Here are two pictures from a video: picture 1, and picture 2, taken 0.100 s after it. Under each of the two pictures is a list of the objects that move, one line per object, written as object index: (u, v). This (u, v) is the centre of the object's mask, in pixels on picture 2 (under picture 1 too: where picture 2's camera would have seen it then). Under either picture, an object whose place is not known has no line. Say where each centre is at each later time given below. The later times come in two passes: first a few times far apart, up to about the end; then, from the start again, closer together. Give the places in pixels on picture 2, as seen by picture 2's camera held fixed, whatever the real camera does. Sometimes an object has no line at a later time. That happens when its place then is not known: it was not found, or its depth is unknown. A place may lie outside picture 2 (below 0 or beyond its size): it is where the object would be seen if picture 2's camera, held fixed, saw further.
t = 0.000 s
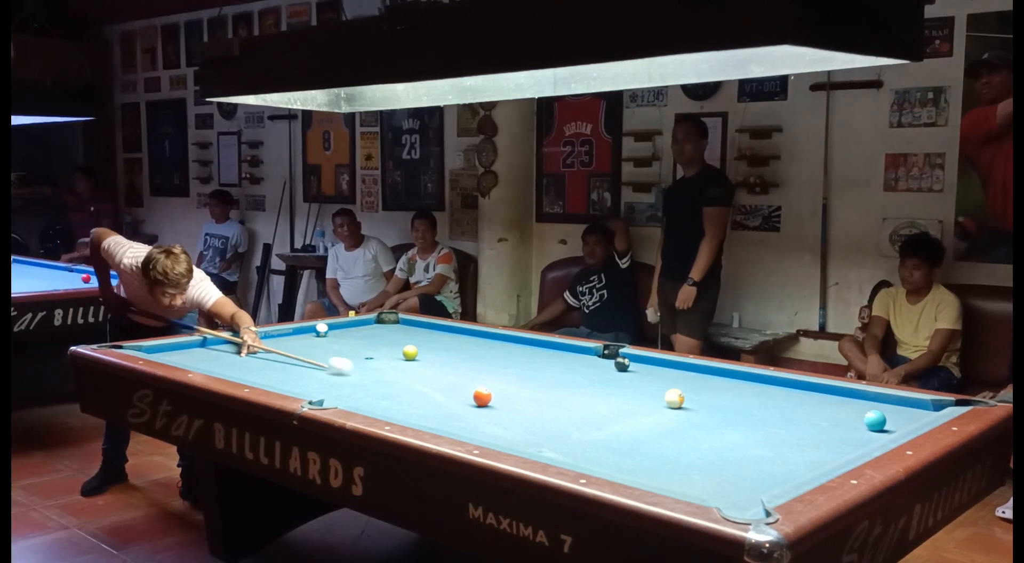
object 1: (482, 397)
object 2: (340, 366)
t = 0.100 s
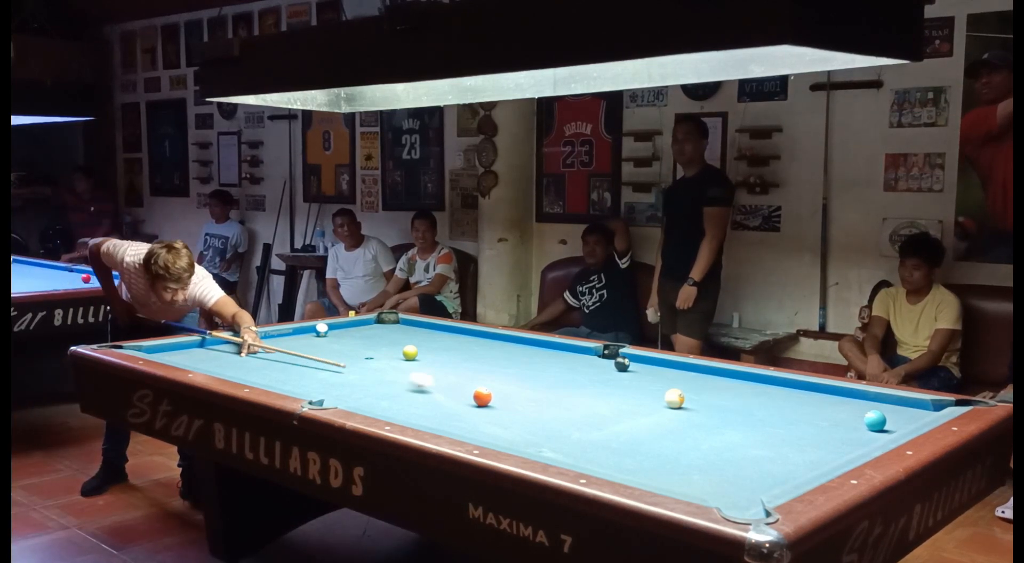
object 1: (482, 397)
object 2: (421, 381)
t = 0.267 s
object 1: (538, 420)
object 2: (502, 390)
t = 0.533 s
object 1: (704, 487)
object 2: (554, 382)
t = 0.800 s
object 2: (600, 375)
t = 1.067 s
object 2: (640, 369)
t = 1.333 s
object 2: (670, 364)
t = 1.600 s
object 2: (645, 365)
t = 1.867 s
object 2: (631, 366)
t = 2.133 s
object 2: (624, 369)
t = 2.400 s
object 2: (618, 370)
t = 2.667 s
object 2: (613, 371)
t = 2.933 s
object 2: (609, 372)
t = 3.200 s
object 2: (606, 373)
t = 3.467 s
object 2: (604, 373)
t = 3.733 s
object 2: (604, 373)
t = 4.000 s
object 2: (604, 373)
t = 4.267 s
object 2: (604, 373)
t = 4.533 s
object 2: (603, 373)
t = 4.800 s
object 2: (603, 373)
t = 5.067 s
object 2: (603, 373)
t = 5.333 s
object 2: (603, 373)
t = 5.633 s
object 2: (603, 373)
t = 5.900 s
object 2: (603, 373)
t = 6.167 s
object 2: (603, 373)
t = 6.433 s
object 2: (603, 373)
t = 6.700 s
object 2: (603, 373)
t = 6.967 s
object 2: (603, 373)
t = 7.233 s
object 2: (603, 373)
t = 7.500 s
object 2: (603, 373)
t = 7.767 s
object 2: (603, 373)
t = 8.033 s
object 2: (603, 373)
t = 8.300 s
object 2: (603, 373)
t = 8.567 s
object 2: (603, 373)
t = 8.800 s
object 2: (603, 373)
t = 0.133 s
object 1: (482, 397)
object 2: (449, 388)
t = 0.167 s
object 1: (485, 398)
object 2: (473, 392)
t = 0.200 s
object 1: (502, 405)
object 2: (485, 392)
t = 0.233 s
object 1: (520, 412)
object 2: (494, 391)
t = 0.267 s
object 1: (538, 420)
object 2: (502, 390)
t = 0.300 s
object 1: (557, 428)
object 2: (509, 389)
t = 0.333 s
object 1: (576, 436)
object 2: (516, 387)
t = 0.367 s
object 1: (595, 445)
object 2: (522, 387)
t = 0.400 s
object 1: (615, 453)
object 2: (529, 386)
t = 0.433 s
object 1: (636, 462)
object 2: (535, 385)
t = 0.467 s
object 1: (658, 470)
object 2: (542, 384)
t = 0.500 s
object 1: (680, 479)
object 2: (548, 383)
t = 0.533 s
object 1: (704, 487)
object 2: (554, 382)
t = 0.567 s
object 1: (729, 500)
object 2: (560, 381)
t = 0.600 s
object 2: (566, 380)
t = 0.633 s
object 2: (572, 379)
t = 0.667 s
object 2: (577, 378)
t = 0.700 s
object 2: (583, 377)
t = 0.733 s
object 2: (589, 376)
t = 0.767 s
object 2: (594, 376)
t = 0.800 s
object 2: (600, 375)
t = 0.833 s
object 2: (605, 374)
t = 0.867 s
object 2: (610, 373)
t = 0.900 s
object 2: (616, 372)
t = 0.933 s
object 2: (621, 372)
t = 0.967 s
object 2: (626, 371)
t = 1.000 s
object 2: (631, 370)
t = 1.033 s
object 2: (636, 369)
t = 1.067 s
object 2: (640, 369)
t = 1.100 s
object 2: (645, 368)
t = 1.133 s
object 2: (650, 367)
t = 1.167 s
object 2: (655, 366)
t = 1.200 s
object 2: (659, 366)
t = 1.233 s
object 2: (664, 365)
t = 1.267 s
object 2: (668, 365)
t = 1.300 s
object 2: (672, 364)
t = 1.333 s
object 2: (670, 364)
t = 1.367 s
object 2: (667, 364)
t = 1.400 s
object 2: (663, 364)
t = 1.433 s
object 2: (660, 364)
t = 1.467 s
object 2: (657, 364)
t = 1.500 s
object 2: (654, 364)
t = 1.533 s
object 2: (651, 365)
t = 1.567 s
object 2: (648, 365)
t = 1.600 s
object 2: (645, 365)
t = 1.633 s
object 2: (642, 365)
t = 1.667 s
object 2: (639, 365)
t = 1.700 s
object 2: (637, 365)
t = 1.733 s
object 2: (635, 365)
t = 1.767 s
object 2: (634, 366)
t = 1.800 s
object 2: (633, 366)
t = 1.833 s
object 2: (632, 366)
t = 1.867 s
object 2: (631, 366)
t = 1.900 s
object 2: (630, 367)
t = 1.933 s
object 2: (630, 367)
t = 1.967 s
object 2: (628, 367)
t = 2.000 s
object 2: (627, 367)
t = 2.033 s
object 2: (627, 368)
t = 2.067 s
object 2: (626, 368)
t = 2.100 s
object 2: (625, 368)
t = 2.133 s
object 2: (624, 369)
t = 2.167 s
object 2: (623, 369)
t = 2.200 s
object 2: (623, 369)
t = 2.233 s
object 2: (622, 369)
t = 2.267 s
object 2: (621, 369)
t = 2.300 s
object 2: (620, 370)
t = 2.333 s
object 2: (619, 370)
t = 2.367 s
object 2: (619, 370)
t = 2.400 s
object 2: (618, 370)
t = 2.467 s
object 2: (617, 370)
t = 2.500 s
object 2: (617, 370)
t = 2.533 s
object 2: (616, 371)
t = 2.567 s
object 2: (615, 371)
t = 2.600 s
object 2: (614, 371)
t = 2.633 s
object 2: (614, 371)
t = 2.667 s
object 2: (613, 371)
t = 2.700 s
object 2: (613, 371)
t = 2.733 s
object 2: (612, 372)
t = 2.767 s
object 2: (612, 372)
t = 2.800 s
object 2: (611, 372)
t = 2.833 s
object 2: (610, 372)
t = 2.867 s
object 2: (610, 372)
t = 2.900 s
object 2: (609, 372)
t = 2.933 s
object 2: (609, 372)
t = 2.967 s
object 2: (608, 372)
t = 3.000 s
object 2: (608, 372)
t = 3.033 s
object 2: (607, 372)
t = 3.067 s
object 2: (607, 372)
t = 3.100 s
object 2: (607, 372)
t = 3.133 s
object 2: (606, 372)
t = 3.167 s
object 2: (606, 373)
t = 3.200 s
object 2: (606, 373)
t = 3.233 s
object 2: (606, 373)
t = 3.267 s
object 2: (605, 372)
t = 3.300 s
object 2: (605, 373)
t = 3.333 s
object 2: (605, 373)
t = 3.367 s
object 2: (604, 373)
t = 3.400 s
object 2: (604, 373)
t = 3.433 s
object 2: (604, 373)
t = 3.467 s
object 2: (604, 373)
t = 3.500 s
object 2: (604, 373)
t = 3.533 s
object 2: (604, 373)
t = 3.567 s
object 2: (604, 373)
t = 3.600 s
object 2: (604, 373)
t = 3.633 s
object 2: (604, 373)
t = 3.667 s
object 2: (604, 373)
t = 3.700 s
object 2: (604, 373)
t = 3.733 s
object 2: (604, 373)
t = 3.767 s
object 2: (604, 373)
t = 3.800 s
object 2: (604, 373)
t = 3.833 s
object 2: (604, 373)
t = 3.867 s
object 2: (604, 373)
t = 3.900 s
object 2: (604, 373)
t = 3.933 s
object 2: (604, 373)
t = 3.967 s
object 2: (604, 373)
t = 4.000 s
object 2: (604, 373)
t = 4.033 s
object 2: (604, 373)
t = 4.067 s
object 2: (604, 373)
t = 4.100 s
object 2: (604, 373)
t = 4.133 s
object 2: (604, 373)
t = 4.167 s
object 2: (604, 373)
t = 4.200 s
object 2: (604, 373)
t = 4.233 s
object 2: (604, 373)
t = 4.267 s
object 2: (604, 373)
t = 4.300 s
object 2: (604, 373)
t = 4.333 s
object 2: (604, 373)
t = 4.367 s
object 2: (604, 373)
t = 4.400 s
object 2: (603, 373)
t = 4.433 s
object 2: (603, 373)
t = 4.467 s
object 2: (604, 373)
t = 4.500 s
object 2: (603, 373)
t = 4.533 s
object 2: (603, 373)
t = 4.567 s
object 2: (603, 373)
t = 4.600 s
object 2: (603, 373)
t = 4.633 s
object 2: (603, 373)
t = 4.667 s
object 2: (603, 373)
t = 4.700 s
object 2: (604, 373)
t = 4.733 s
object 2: (603, 373)
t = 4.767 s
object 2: (603, 373)
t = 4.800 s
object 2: (603, 373)
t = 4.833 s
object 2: (603, 373)
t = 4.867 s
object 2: (603, 373)
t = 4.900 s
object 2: (603, 373)
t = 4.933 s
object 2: (603, 373)
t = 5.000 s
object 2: (603, 373)
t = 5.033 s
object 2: (603, 373)
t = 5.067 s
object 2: (603, 373)
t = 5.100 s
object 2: (603, 373)
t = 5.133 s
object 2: (603, 373)
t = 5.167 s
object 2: (603, 373)
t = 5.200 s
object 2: (603, 373)
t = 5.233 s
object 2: (604, 373)
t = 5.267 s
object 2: (604, 373)
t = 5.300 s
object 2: (604, 373)
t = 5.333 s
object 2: (603, 373)
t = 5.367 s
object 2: (603, 373)
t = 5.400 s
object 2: (603, 373)
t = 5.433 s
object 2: (603, 373)
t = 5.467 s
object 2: (603, 373)
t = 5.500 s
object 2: (603, 373)
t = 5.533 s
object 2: (603, 373)
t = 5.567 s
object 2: (604, 373)
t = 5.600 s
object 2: (604, 373)
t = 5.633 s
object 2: (603, 373)
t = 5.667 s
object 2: (603, 373)
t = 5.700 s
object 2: (603, 373)
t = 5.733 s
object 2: (603, 373)
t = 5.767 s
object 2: (604, 373)
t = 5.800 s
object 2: (604, 373)
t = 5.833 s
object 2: (603, 373)
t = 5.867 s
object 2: (603, 373)
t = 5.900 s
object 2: (603, 373)
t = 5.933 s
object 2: (603, 373)
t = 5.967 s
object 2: (603, 373)
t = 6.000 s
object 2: (603, 373)
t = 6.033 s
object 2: (603, 373)
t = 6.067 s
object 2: (603, 373)
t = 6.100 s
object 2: (603, 373)
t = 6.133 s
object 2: (603, 373)
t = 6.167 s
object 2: (603, 373)
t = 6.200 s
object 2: (603, 373)
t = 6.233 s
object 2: (603, 373)
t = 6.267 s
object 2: (603, 373)
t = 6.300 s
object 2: (603, 373)
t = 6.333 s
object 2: (603, 373)
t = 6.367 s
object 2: (603, 373)
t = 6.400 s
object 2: (603, 373)
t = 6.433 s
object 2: (603, 373)
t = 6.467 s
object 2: (603, 373)
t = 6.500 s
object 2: (603, 373)
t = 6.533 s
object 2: (603, 373)
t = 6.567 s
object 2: (603, 373)
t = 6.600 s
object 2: (603, 373)
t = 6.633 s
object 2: (603, 373)
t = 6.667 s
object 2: (603, 373)
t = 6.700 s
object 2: (603, 373)
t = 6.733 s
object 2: (603, 373)
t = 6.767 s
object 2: (603, 373)
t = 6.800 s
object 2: (603, 373)
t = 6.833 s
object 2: (604, 373)
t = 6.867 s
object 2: (603, 373)
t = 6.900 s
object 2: (603, 373)
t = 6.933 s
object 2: (603, 373)
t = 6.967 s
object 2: (603, 373)
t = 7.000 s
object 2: (603, 373)
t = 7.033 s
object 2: (603, 373)
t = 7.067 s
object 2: (603, 373)
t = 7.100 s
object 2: (603, 373)
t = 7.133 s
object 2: (603, 373)
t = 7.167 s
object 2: (603, 373)
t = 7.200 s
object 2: (603, 373)
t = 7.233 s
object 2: (603, 373)
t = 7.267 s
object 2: (603, 373)
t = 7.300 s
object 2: (603, 373)
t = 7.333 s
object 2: (603, 373)
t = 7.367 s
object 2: (603, 373)
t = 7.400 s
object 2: (603, 373)
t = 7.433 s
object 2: (603, 373)
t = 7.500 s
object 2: (603, 373)
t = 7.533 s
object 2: (603, 373)
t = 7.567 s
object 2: (603, 373)
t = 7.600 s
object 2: (603, 373)
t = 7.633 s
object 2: (603, 373)
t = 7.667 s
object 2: (603, 373)
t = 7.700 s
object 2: (603, 373)
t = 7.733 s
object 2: (603, 373)
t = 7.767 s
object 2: (603, 373)
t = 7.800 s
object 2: (603, 373)
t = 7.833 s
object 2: (603, 373)
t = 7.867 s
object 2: (603, 373)
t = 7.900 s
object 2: (603, 373)
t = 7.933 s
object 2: (603, 373)
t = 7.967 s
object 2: (603, 373)
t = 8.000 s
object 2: (603, 373)
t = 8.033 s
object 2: (603, 373)
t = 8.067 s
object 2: (603, 373)
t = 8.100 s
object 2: (603, 373)
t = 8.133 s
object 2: (603, 373)
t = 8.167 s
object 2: (603, 373)
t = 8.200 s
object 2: (603, 373)
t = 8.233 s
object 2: (603, 373)
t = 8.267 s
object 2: (603, 373)
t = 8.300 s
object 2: (603, 373)
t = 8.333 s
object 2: (603, 373)
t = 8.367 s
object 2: (603, 373)
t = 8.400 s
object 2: (603, 373)
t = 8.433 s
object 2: (603, 373)
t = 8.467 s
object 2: (603, 373)
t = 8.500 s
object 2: (603, 373)
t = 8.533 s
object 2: (603, 373)
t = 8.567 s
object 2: (603, 373)
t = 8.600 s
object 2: (603, 373)
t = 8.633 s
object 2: (603, 373)
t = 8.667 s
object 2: (603, 373)
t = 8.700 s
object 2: (603, 373)
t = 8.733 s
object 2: (603, 373)
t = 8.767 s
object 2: (603, 373)
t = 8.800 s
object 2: (603, 373)
